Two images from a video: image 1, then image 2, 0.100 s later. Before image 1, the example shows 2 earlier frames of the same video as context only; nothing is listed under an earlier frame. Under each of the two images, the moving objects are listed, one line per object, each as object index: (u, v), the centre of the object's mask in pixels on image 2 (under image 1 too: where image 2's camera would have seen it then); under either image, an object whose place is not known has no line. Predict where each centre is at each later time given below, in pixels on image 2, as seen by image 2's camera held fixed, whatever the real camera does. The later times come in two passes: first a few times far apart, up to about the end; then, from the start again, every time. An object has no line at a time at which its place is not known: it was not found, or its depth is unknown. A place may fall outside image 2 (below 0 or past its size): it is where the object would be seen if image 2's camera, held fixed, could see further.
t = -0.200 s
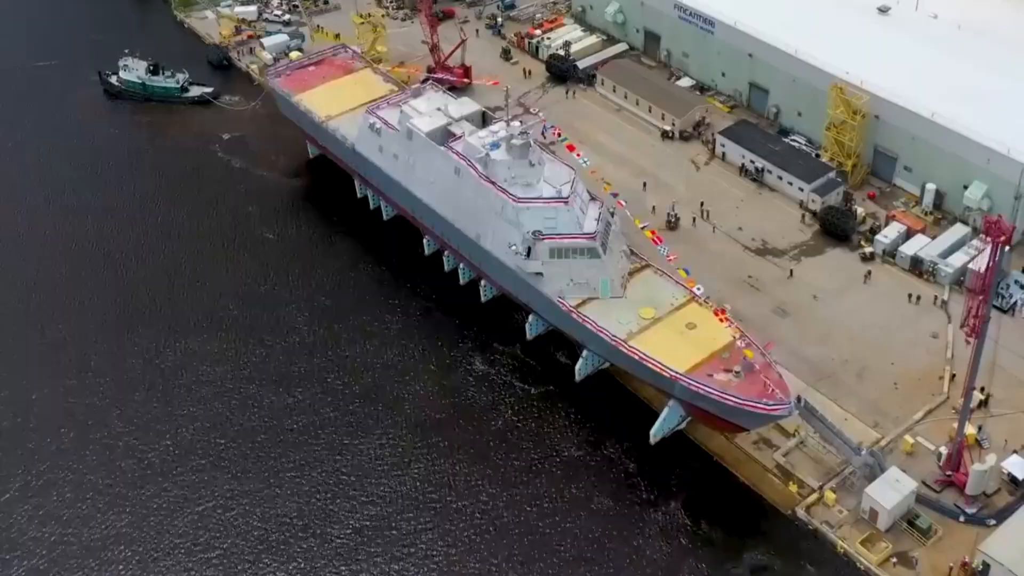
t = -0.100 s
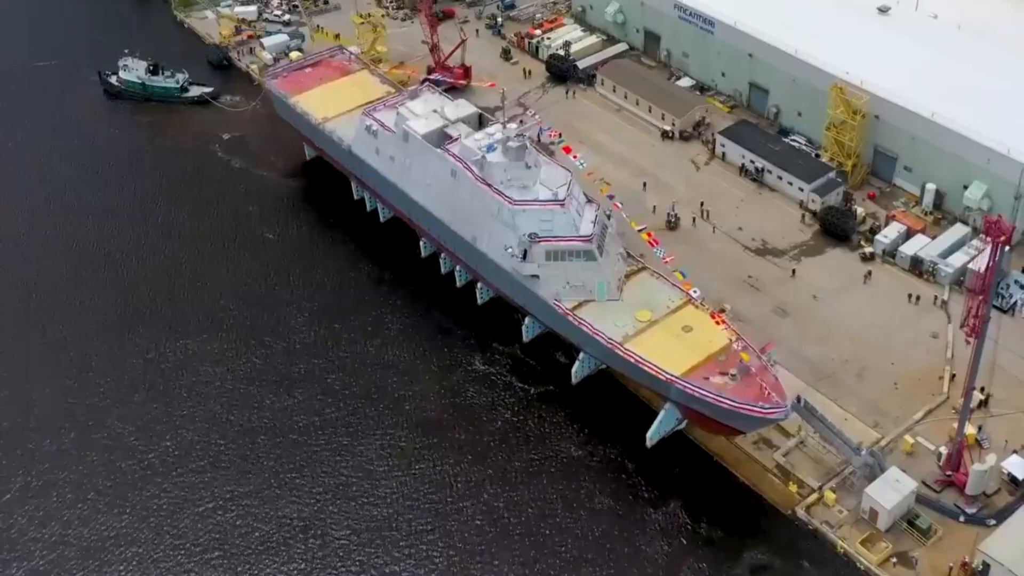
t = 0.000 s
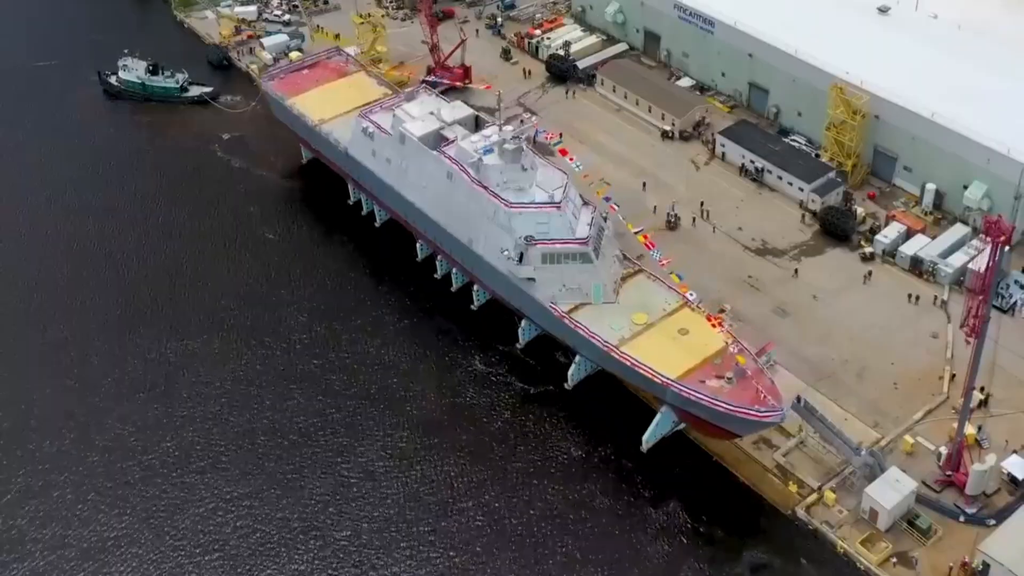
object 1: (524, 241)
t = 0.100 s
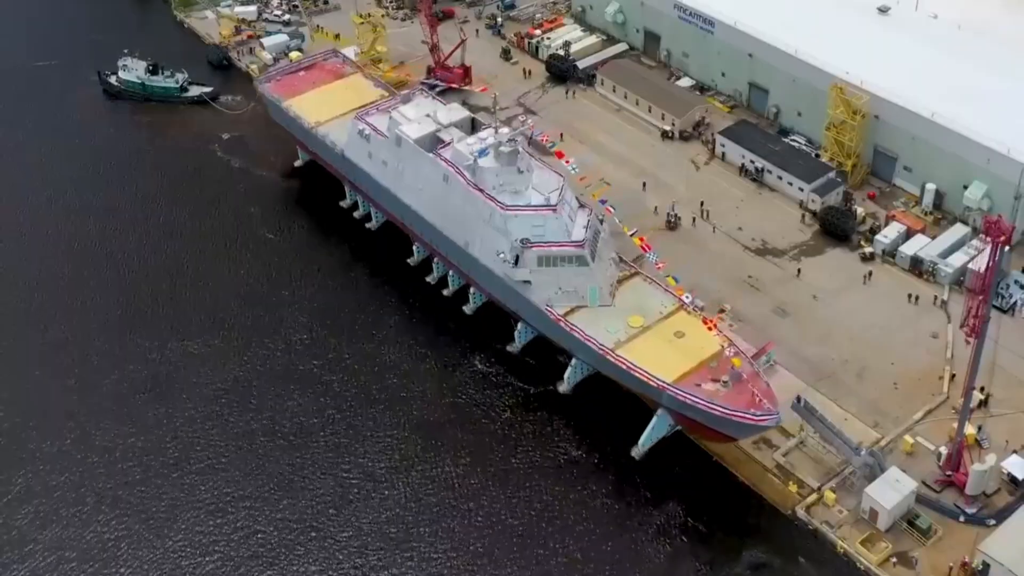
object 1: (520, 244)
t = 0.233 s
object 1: (512, 246)
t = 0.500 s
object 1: (503, 256)
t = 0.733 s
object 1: (500, 265)
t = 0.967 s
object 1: (464, 279)
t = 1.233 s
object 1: (473, 296)
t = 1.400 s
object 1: (463, 306)
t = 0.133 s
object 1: (520, 244)
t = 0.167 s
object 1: (515, 243)
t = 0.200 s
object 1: (514, 245)
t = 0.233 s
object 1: (512, 246)
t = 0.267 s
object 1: (513, 249)
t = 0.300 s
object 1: (512, 249)
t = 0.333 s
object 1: (511, 250)
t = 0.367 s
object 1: (507, 253)
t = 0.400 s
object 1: (510, 254)
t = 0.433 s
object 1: (506, 254)
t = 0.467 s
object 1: (503, 256)
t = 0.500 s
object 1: (503, 256)
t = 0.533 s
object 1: (502, 257)
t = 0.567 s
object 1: (501, 257)
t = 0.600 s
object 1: (499, 260)
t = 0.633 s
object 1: (497, 261)
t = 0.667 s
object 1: (503, 263)
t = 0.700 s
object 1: (501, 264)
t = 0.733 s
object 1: (500, 265)
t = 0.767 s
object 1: (500, 266)
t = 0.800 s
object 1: (491, 267)
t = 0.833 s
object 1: (493, 268)
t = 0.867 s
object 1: (493, 270)
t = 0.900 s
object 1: (472, 273)
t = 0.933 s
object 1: (484, 274)
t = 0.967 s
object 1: (464, 279)
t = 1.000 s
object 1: (478, 277)
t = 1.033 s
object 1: (477, 278)
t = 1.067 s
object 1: (472, 279)
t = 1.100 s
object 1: (470, 282)
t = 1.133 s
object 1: (467, 284)
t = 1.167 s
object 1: (477, 288)
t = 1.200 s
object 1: (474, 294)
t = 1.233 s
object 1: (473, 296)
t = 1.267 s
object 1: (471, 297)
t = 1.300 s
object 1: (466, 301)
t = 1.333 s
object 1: (465, 303)
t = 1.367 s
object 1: (464, 304)
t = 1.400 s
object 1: (463, 306)
